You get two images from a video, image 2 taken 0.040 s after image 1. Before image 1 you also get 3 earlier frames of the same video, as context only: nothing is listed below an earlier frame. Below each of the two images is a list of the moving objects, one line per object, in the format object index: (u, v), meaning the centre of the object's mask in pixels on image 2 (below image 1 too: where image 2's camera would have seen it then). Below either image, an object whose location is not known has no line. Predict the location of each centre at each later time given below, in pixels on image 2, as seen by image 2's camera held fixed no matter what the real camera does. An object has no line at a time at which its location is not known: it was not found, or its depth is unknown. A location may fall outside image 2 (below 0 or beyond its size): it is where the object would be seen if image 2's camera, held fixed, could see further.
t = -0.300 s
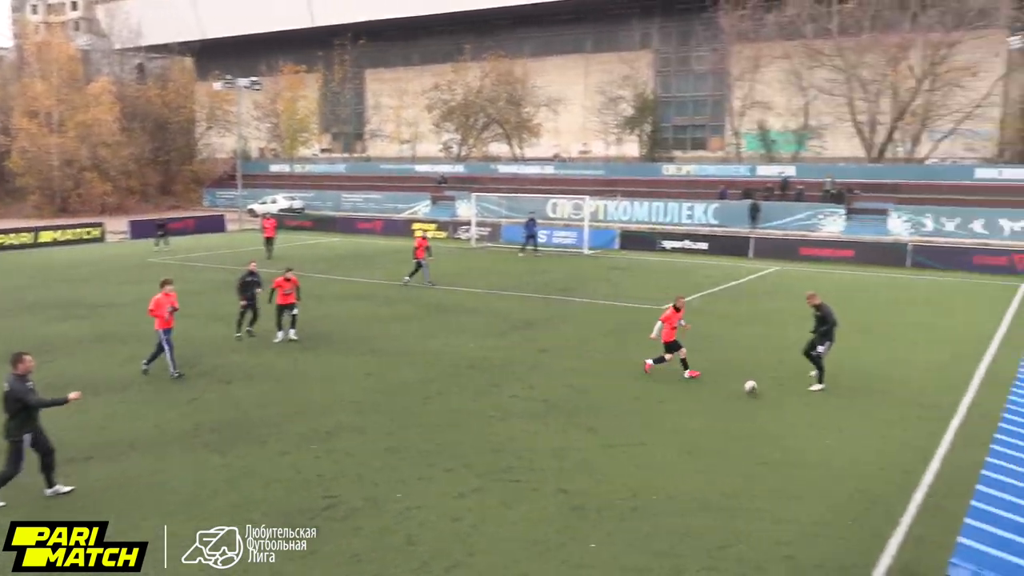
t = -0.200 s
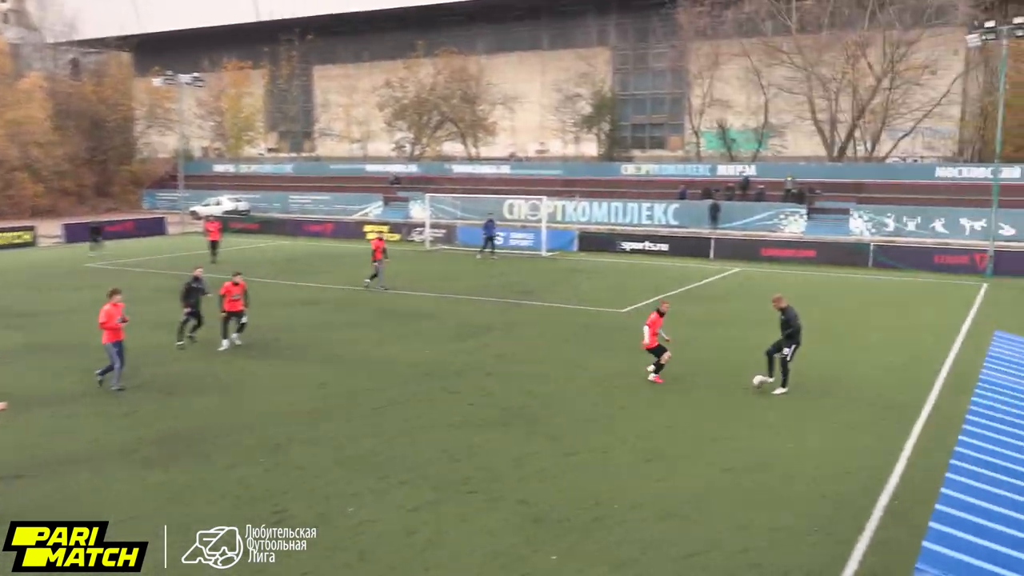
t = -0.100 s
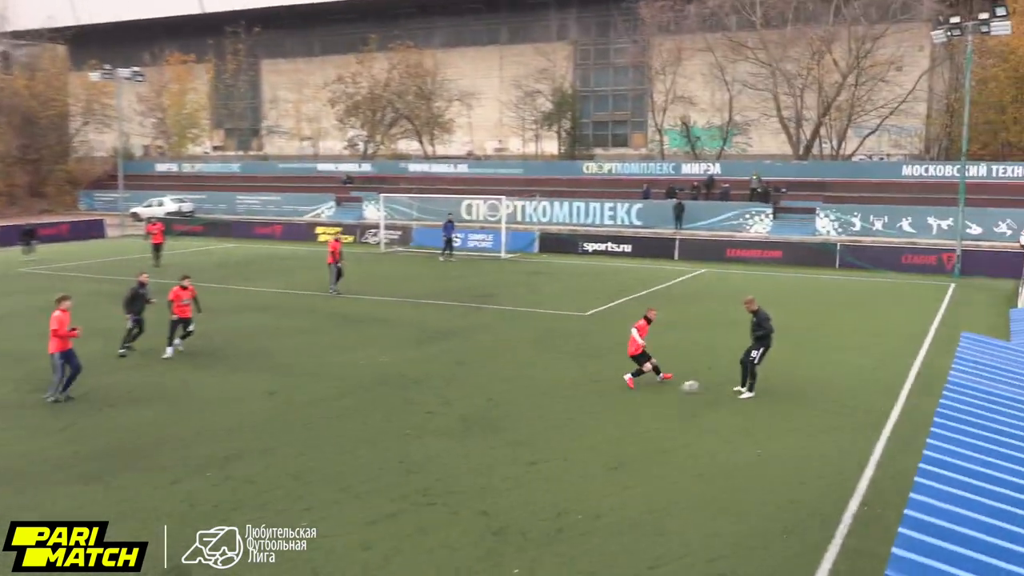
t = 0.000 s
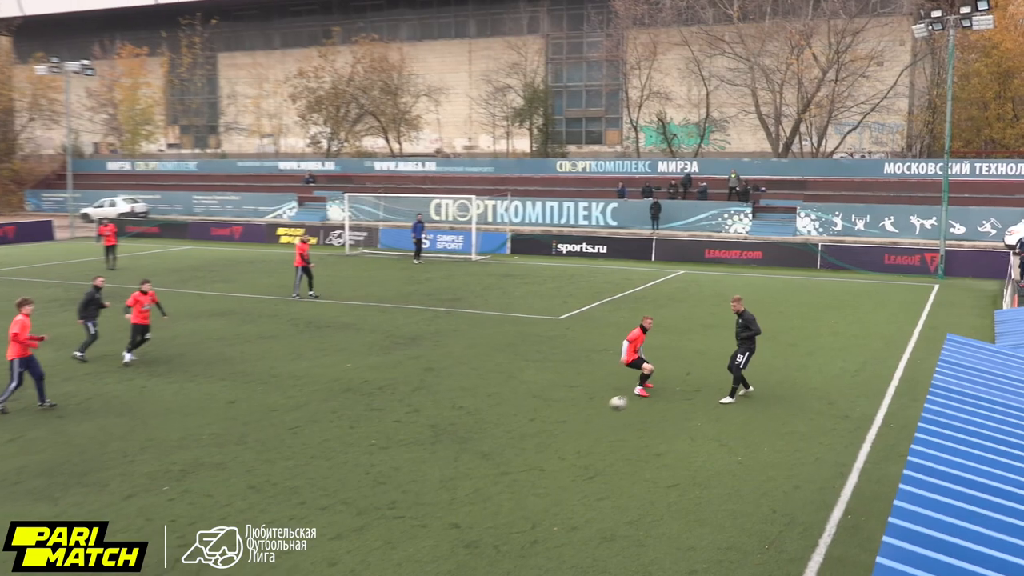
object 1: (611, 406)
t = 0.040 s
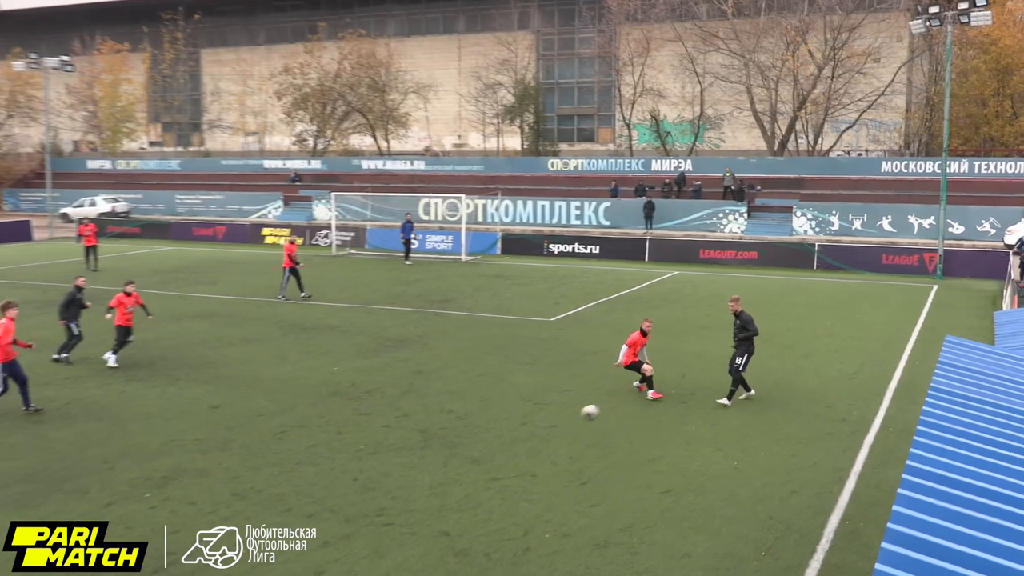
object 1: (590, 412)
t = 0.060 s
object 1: (579, 415)
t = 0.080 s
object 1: (569, 419)
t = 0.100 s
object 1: (557, 423)
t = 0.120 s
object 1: (546, 427)
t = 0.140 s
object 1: (535, 431)
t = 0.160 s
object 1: (523, 437)
